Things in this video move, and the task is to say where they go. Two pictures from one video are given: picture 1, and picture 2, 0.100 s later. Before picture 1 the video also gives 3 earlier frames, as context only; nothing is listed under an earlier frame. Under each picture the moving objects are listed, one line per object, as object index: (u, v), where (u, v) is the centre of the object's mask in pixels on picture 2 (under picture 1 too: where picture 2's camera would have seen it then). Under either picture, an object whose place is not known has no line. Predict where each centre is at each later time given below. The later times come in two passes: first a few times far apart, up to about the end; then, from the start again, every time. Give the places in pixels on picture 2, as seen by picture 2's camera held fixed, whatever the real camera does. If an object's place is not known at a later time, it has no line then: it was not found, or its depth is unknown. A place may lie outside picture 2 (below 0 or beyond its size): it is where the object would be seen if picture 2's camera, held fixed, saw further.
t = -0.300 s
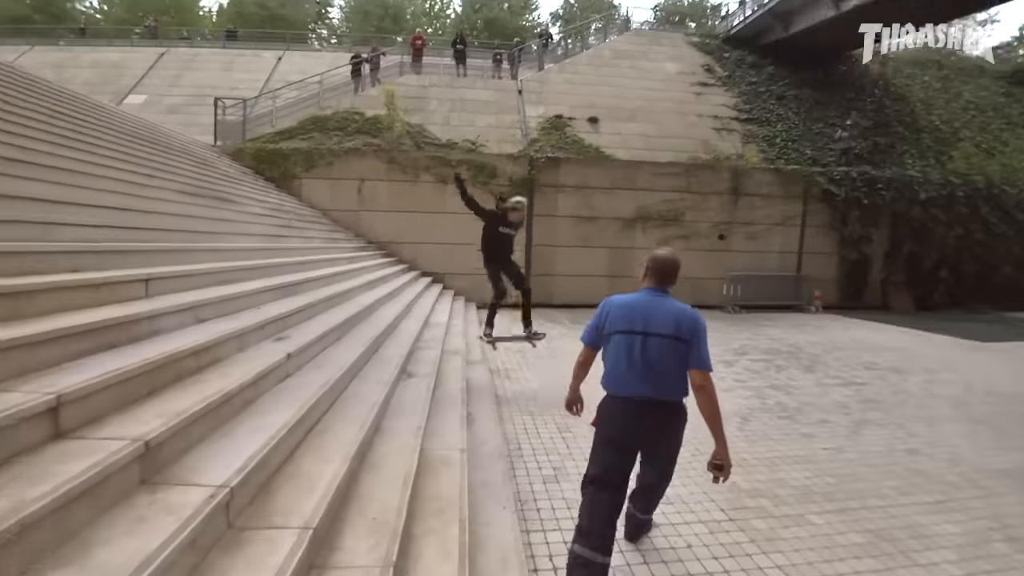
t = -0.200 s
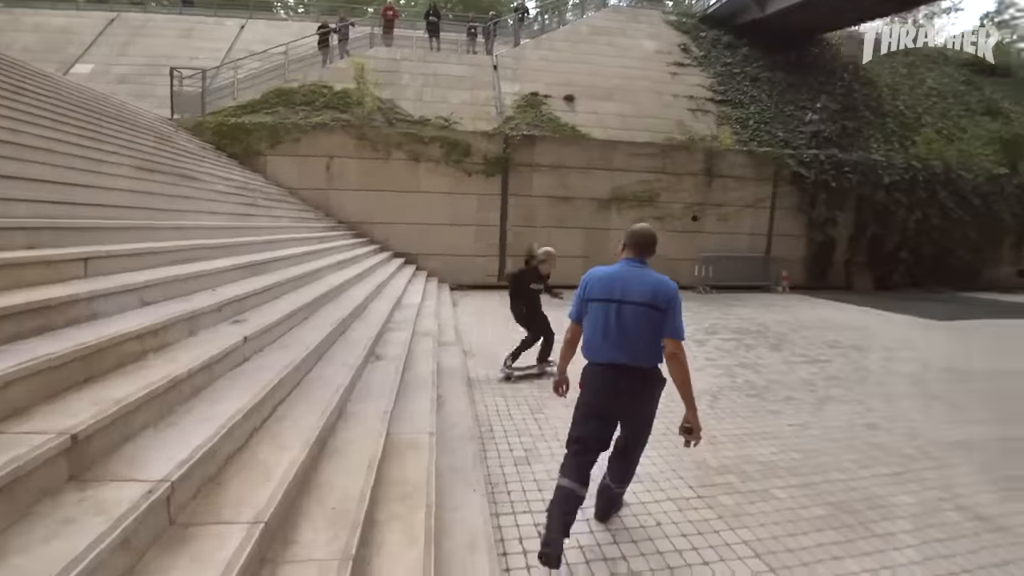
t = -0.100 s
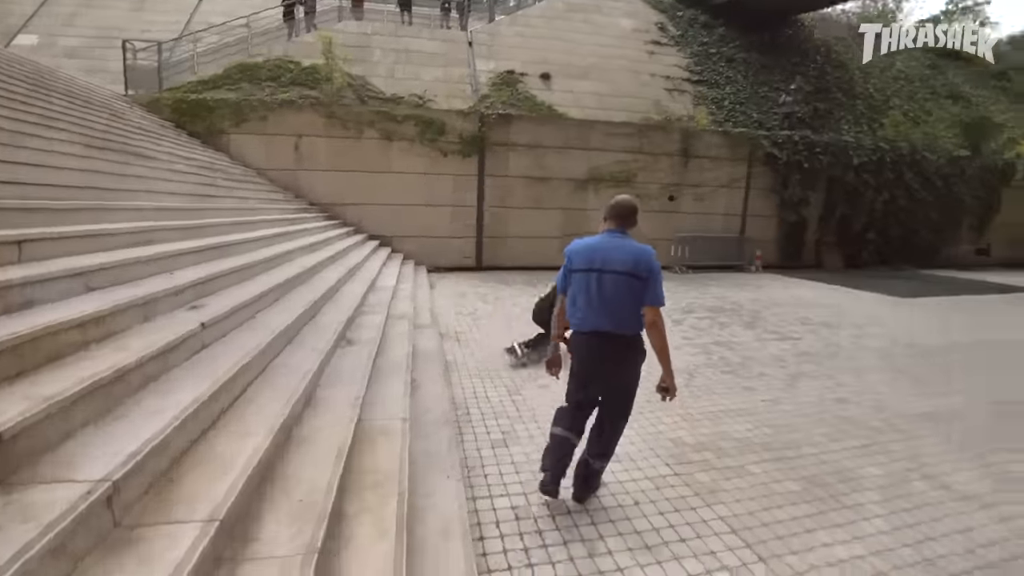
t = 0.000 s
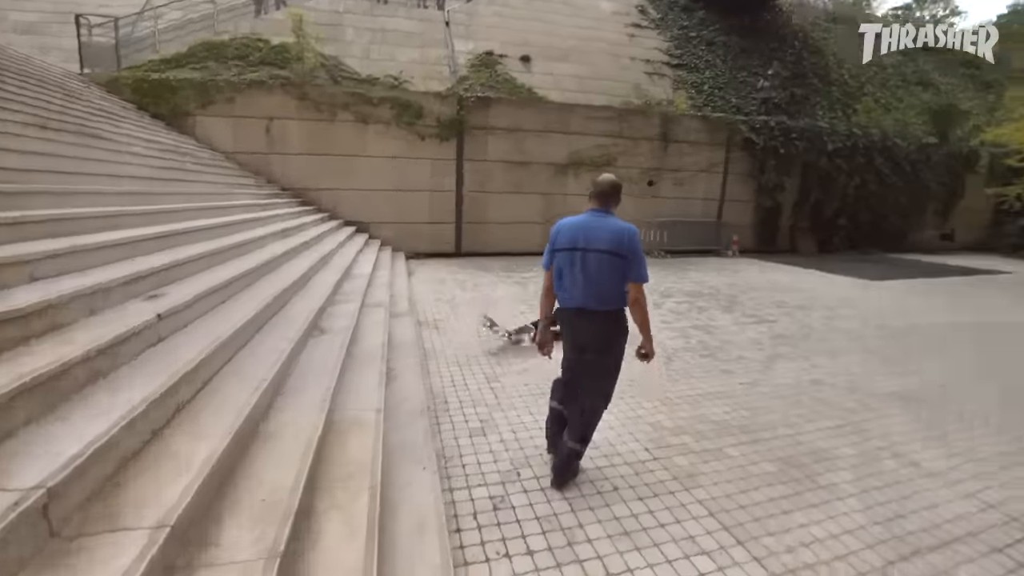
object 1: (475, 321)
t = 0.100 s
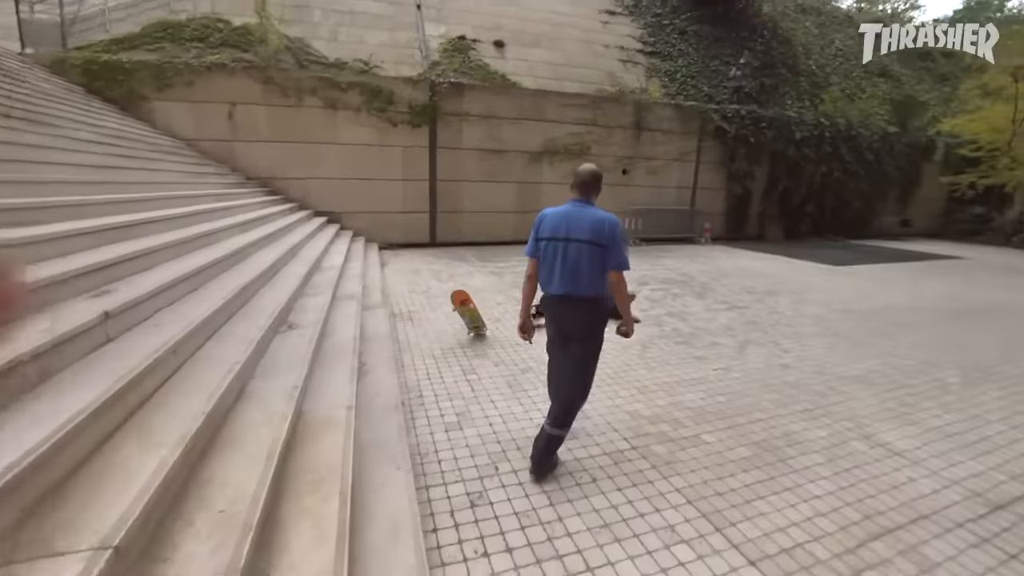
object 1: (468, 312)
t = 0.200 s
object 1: (460, 313)
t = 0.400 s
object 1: (451, 341)
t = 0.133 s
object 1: (466, 312)
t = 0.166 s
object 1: (463, 313)
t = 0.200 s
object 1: (460, 313)
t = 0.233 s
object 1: (458, 317)
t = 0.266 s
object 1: (456, 321)
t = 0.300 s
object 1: (454, 325)
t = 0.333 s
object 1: (450, 329)
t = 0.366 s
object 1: (449, 336)
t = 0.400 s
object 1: (451, 341)
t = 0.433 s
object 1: (451, 346)
